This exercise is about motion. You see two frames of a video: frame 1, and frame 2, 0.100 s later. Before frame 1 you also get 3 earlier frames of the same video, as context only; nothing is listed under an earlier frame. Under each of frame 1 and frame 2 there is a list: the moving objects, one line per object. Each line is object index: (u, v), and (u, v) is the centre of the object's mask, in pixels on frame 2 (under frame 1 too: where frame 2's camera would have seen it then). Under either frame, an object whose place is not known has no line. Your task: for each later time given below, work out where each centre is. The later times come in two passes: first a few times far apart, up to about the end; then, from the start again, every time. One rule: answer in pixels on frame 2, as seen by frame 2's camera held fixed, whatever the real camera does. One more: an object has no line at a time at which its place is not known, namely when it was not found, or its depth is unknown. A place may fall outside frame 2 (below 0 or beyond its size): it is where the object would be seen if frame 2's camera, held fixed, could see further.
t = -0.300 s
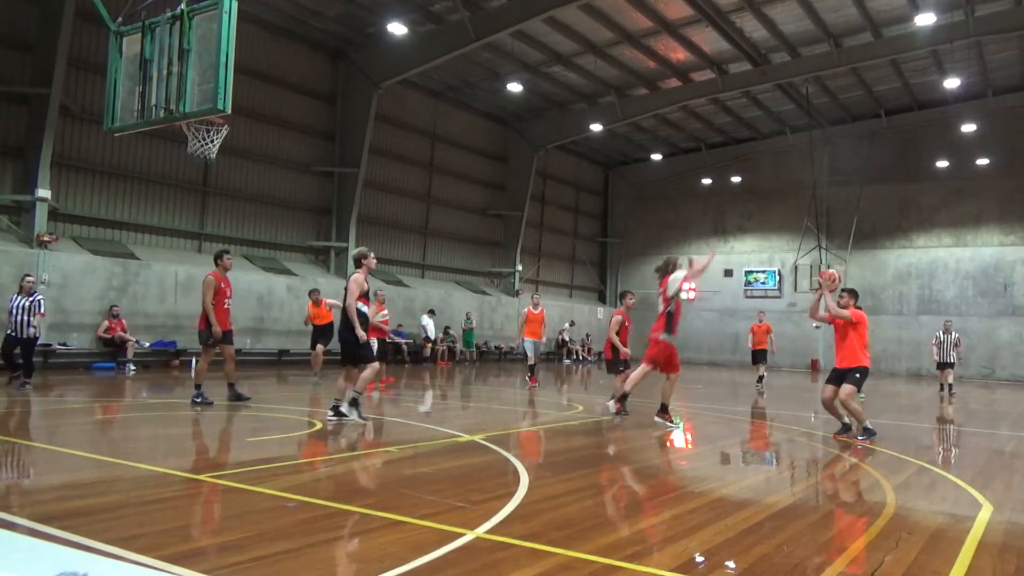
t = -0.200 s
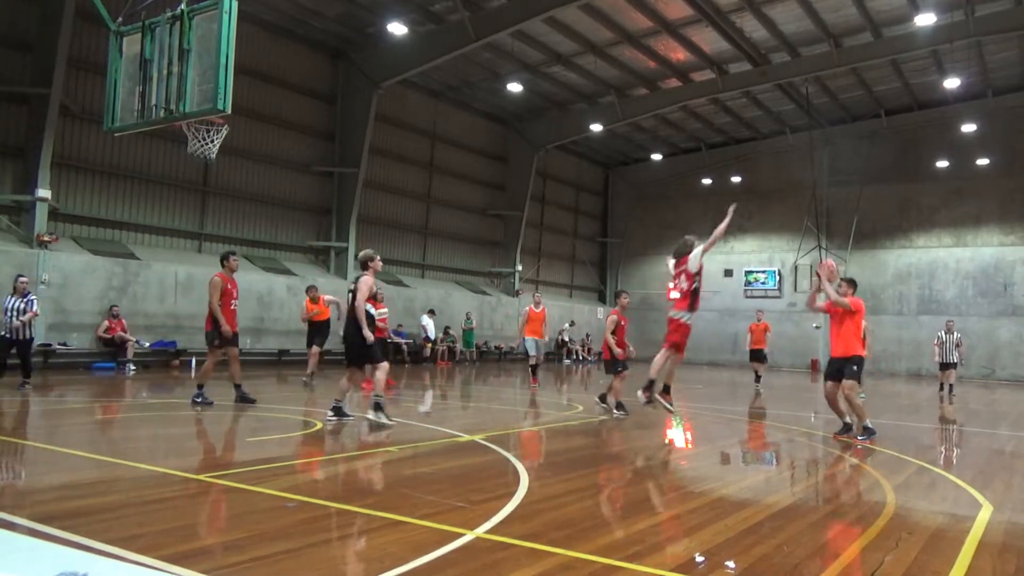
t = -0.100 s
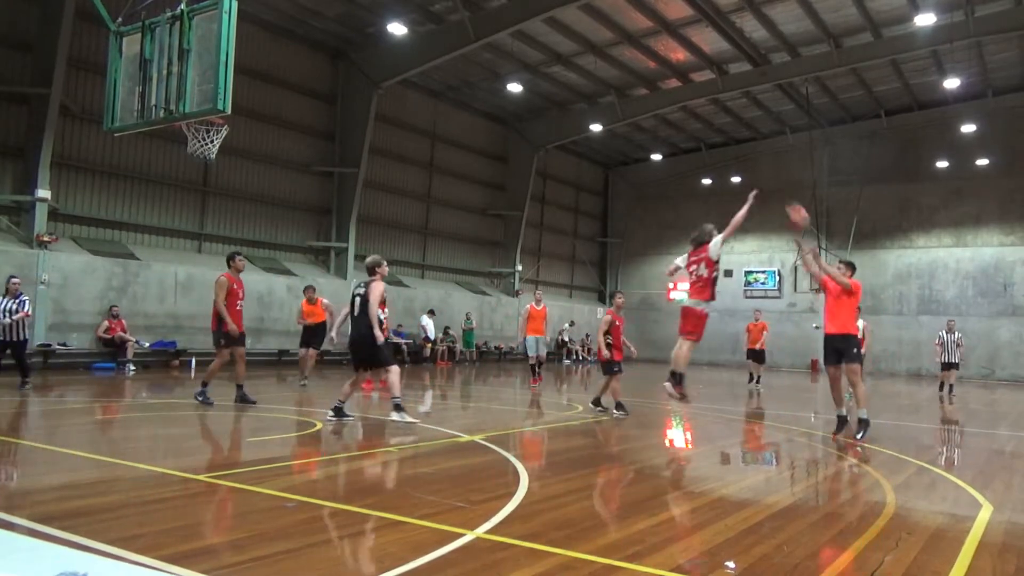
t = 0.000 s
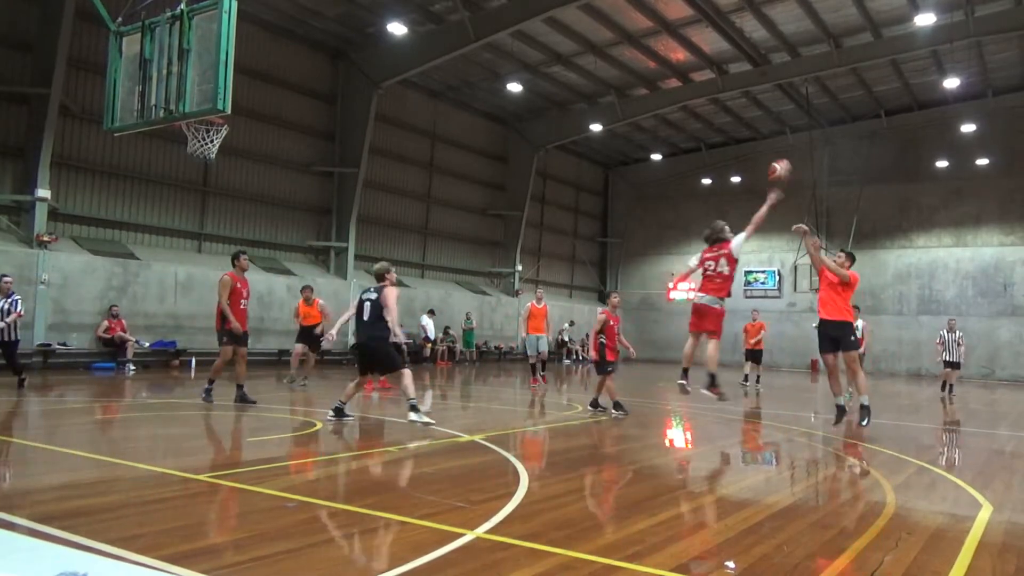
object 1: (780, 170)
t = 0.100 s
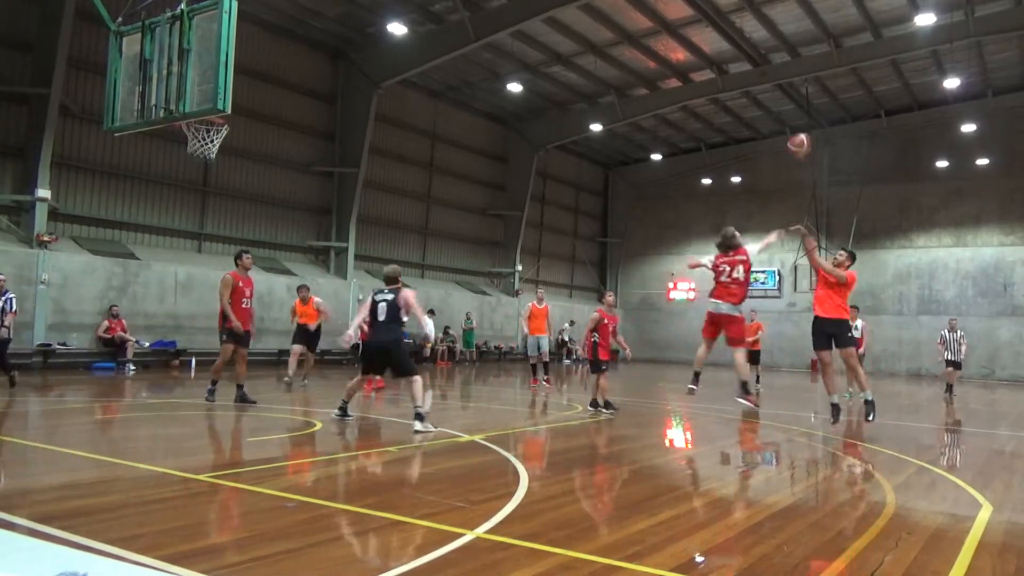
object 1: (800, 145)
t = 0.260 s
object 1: (832, 121)
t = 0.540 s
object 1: (891, 133)
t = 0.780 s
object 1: (948, 210)
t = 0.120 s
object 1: (804, 141)
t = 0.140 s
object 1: (807, 138)
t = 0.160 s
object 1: (811, 135)
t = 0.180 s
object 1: (816, 130)
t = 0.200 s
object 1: (819, 128)
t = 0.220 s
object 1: (824, 125)
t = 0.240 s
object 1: (827, 123)
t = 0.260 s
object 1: (832, 121)
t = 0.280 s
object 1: (835, 118)
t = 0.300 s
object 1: (839, 118)
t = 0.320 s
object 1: (844, 117)
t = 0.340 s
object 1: (848, 117)
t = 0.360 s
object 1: (852, 117)
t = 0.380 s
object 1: (857, 117)
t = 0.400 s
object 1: (860, 117)
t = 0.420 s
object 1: (865, 118)
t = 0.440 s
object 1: (869, 119)
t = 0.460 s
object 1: (873, 122)
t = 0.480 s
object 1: (878, 124)
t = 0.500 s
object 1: (882, 126)
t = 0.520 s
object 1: (886, 130)
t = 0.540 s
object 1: (891, 133)
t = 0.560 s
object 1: (895, 137)
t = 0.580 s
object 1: (901, 141)
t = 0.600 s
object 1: (905, 146)
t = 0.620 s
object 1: (909, 151)
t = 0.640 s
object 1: (914, 157)
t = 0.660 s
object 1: (918, 164)
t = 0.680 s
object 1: (923, 171)
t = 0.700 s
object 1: (929, 177)
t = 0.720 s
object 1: (933, 186)
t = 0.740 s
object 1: (939, 193)
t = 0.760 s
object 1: (944, 201)
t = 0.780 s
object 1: (948, 210)
